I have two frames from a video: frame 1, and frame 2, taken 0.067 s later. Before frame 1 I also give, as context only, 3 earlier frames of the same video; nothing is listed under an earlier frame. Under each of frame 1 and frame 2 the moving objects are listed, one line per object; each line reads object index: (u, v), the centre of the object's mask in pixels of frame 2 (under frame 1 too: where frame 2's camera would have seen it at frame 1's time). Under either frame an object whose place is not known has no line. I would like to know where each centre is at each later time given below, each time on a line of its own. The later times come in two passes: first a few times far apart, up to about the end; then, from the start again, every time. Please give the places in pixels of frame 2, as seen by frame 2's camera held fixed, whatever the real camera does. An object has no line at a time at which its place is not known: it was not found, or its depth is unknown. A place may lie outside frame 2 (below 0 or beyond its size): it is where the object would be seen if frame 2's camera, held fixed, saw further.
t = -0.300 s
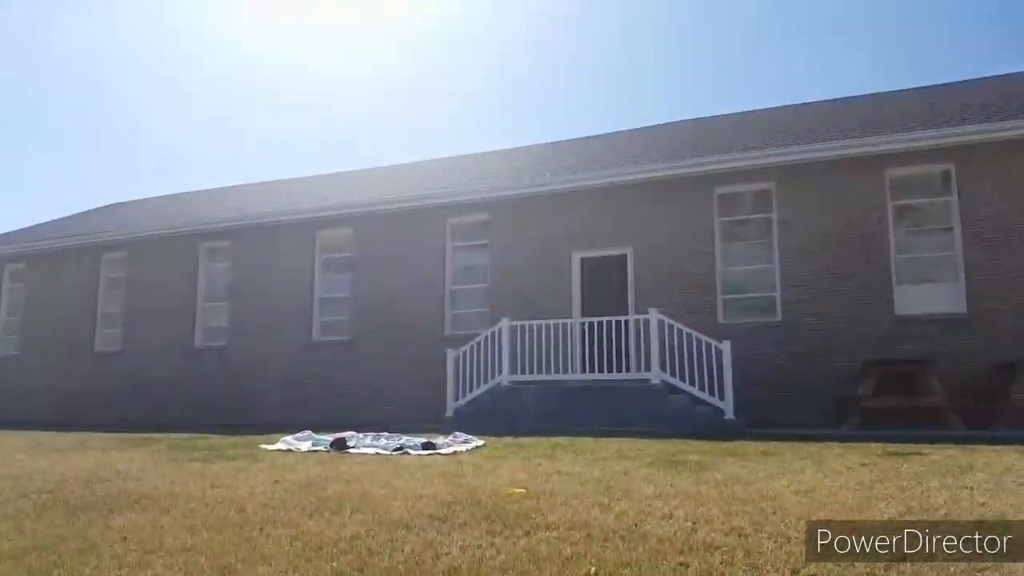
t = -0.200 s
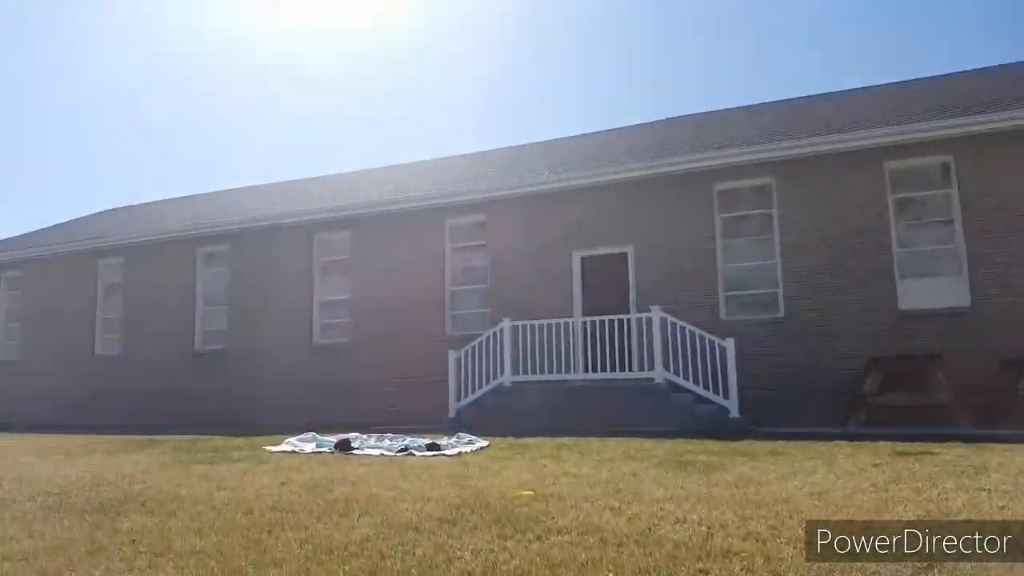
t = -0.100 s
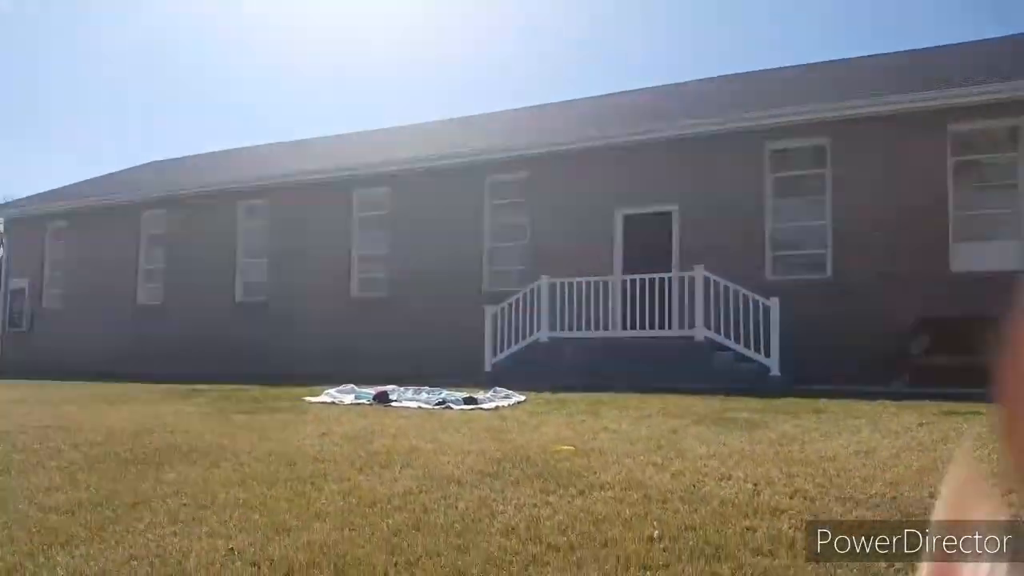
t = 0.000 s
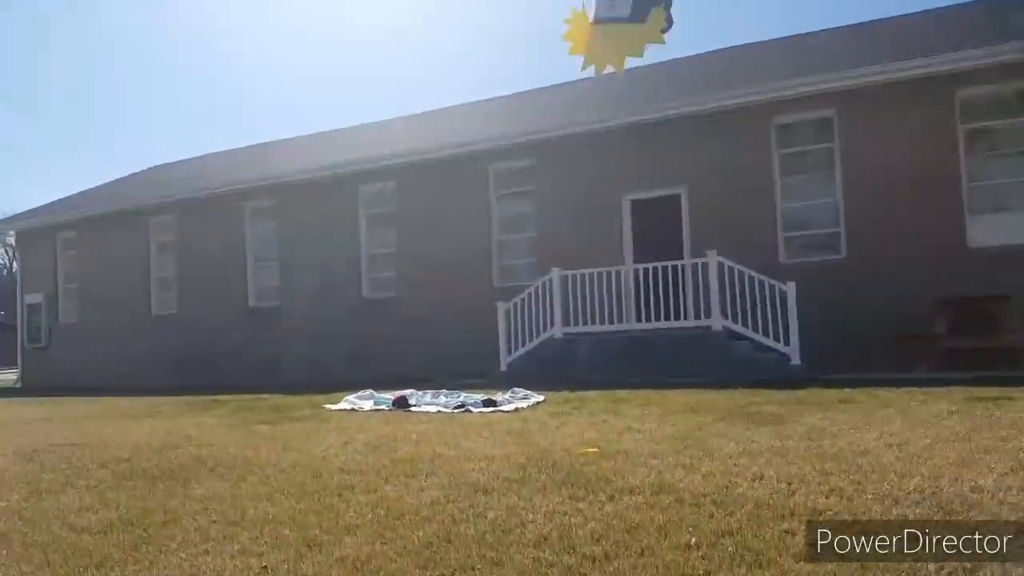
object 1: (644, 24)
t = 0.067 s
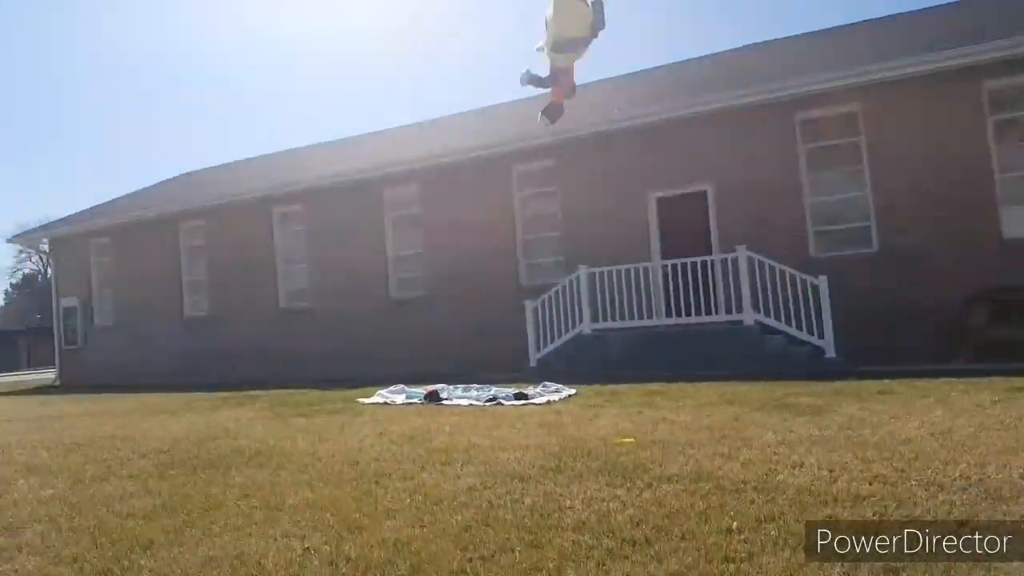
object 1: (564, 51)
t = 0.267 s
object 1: (506, 216)
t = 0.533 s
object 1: (494, 398)
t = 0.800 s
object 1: (497, 370)
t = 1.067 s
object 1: (509, 403)
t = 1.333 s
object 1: (518, 410)
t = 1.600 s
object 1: (520, 413)
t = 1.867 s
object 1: (521, 414)
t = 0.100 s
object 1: (559, 72)
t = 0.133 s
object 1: (542, 119)
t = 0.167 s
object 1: (532, 138)
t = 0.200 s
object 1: (521, 171)
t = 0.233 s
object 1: (508, 195)
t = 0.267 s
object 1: (506, 216)
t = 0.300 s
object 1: (514, 234)
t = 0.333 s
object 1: (504, 257)
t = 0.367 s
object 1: (496, 282)
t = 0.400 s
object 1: (494, 303)
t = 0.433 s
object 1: (493, 328)
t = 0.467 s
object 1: (492, 351)
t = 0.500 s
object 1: (490, 371)
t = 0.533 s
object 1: (494, 398)
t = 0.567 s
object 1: (493, 414)
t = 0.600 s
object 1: (494, 415)
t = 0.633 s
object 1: (494, 409)
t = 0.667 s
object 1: (495, 396)
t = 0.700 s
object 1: (494, 388)
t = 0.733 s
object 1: (494, 379)
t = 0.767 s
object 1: (495, 374)
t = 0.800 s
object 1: (497, 370)
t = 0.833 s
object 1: (499, 370)
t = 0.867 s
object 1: (499, 370)
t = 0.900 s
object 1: (501, 372)
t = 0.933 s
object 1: (502, 375)
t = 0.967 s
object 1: (502, 379)
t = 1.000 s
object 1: (505, 384)
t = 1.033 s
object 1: (508, 393)
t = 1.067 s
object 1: (509, 403)
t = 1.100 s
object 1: (512, 411)
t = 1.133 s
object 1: (512, 411)
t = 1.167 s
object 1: (513, 410)
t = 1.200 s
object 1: (515, 407)
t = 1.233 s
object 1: (515, 407)
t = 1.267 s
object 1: (516, 407)
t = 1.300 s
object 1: (517, 407)
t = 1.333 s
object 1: (518, 410)
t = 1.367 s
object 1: (519, 413)
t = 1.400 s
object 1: (520, 414)
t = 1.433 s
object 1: (522, 413)
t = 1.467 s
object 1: (521, 413)
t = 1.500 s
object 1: (521, 413)
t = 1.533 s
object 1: (521, 413)
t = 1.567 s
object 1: (521, 414)
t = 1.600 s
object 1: (520, 413)
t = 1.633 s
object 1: (521, 413)
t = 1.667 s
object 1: (520, 414)
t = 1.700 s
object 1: (520, 414)
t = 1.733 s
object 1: (521, 414)
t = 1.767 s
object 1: (520, 414)
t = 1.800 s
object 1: (520, 414)
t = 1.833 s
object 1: (520, 413)
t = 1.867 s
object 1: (521, 414)
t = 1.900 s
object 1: (522, 414)
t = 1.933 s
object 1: (523, 414)
